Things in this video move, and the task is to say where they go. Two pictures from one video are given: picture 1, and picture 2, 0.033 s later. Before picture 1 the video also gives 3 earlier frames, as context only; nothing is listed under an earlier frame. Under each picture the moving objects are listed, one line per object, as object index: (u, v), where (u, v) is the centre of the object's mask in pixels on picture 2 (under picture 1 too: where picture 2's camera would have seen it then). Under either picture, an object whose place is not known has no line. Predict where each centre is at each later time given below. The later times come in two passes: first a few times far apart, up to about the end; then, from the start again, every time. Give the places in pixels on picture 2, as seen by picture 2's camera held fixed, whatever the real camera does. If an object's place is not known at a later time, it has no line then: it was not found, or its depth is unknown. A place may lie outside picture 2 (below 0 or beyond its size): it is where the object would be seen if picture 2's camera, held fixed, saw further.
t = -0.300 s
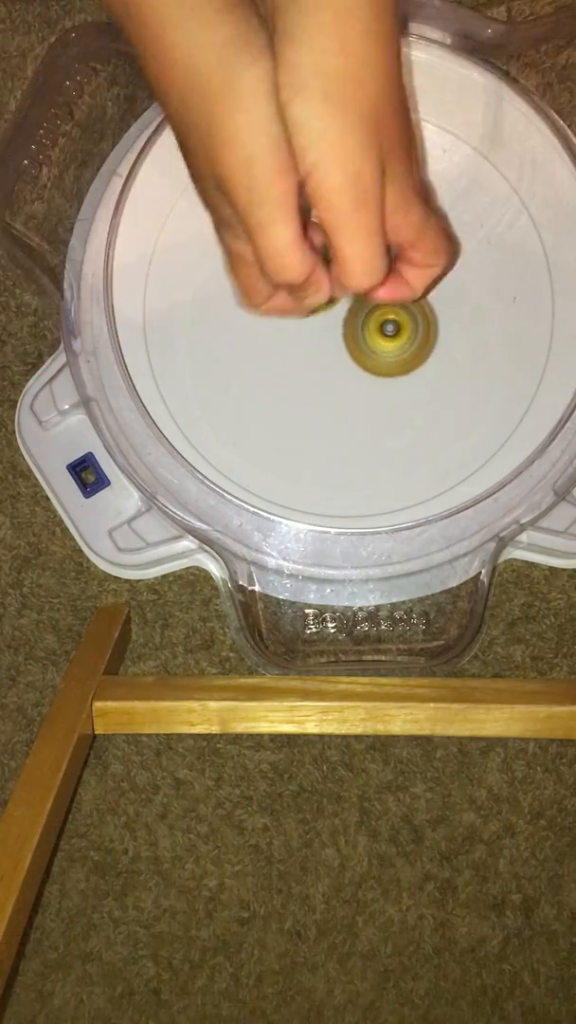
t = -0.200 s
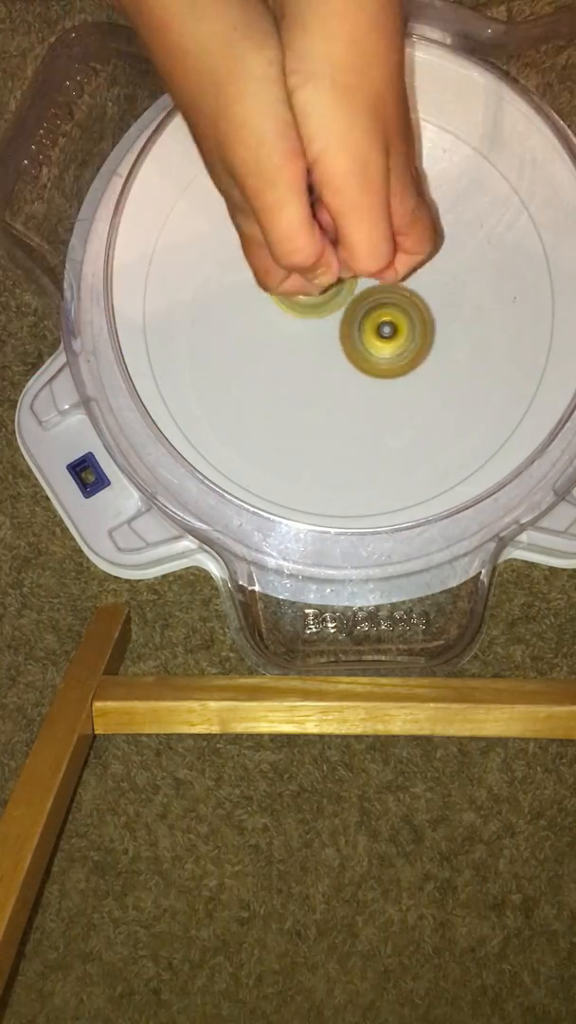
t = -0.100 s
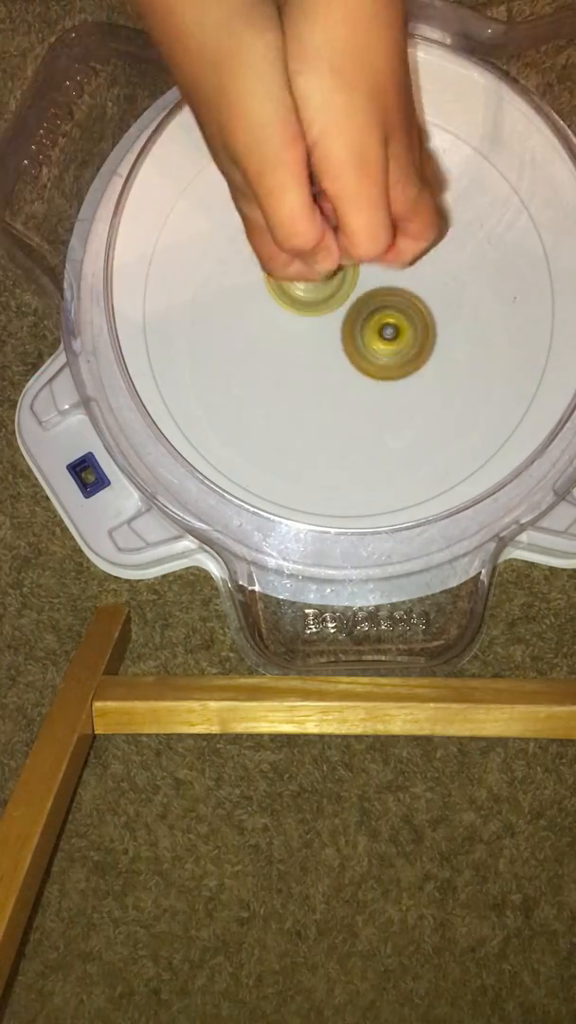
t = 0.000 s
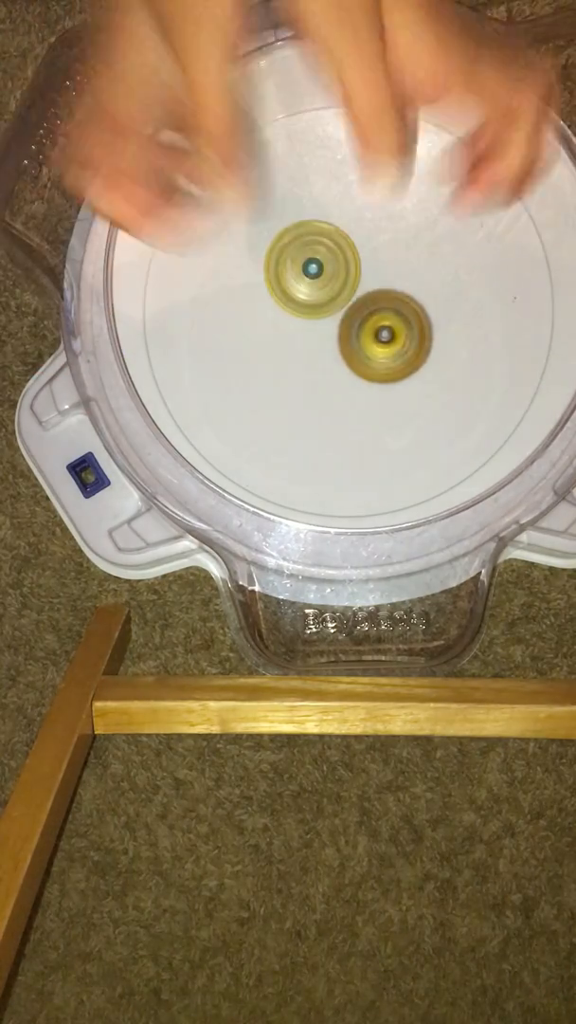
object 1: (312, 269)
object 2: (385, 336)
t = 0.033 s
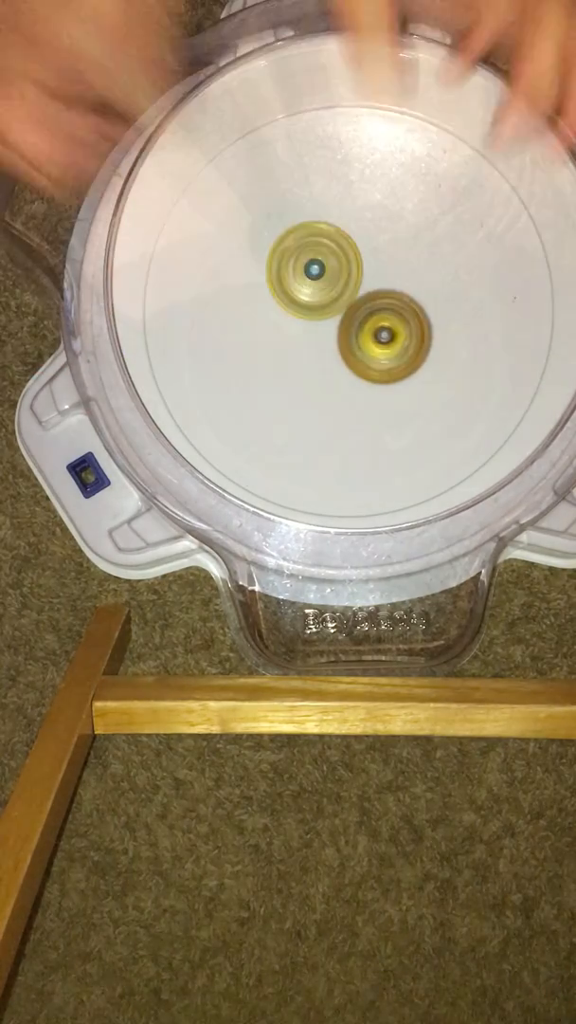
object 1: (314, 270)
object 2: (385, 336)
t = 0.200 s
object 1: (307, 265)
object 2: (388, 344)
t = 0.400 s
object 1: (321, 273)
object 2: (387, 346)
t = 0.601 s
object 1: (328, 265)
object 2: (385, 347)
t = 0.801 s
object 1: (330, 262)
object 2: (383, 347)
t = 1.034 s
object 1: (326, 262)
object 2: (377, 350)
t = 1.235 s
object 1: (323, 266)
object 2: (371, 351)
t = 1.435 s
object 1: (323, 264)
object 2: (370, 353)
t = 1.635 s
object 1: (322, 260)
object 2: (369, 353)
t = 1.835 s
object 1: (321, 265)
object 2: (365, 350)
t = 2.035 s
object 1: (320, 256)
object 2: (370, 350)
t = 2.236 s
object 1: (326, 259)
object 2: (373, 349)
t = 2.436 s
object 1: (333, 257)
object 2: (373, 348)
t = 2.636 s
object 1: (339, 254)
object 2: (372, 347)
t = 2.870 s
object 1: (334, 250)
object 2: (370, 351)
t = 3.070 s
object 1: (334, 261)
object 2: (368, 354)
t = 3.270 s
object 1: (330, 255)
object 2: (366, 355)
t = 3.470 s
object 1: (332, 264)
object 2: (367, 354)
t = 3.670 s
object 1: (324, 252)
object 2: (368, 354)
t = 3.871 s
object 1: (333, 267)
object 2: (371, 354)
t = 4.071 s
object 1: (334, 255)
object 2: (375, 357)
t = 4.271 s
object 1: (337, 265)
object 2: (372, 356)
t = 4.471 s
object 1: (346, 271)
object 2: (382, 361)
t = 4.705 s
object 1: (354, 262)
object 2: (384, 371)
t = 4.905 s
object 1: (351, 269)
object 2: (374, 372)
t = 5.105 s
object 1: (353, 276)
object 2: (362, 367)
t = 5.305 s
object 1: (352, 274)
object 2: (343, 364)
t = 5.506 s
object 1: (355, 262)
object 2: (321, 360)
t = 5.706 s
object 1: (354, 261)
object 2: (316, 357)
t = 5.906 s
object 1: (363, 260)
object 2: (316, 348)
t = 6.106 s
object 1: (375, 263)
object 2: (319, 343)
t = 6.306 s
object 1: (384, 278)
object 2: (311, 336)
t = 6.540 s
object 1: (402, 287)
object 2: (304, 326)
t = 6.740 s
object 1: (403, 301)
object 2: (299, 327)
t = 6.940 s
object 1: (396, 309)
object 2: (301, 321)
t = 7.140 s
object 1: (395, 320)
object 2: (294, 327)
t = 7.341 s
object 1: (397, 321)
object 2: (297, 313)
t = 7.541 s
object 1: (391, 323)
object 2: (305, 293)
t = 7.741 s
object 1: (386, 321)
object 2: (305, 282)
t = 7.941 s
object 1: (385, 319)
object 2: (297, 273)
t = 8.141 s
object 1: (377, 317)
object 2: (303, 275)
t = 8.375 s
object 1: (384, 318)
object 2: (299, 284)
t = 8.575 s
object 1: (400, 309)
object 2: (307, 287)
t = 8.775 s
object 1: (404, 286)
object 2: (323, 303)
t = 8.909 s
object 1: (403, 283)
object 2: (330, 317)
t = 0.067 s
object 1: (311, 267)
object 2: (388, 339)
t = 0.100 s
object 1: (309, 265)
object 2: (389, 341)
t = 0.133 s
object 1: (307, 264)
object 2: (389, 342)
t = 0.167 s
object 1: (307, 264)
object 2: (389, 343)
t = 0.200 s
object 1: (307, 265)
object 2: (388, 344)
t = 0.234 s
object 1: (308, 267)
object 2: (387, 344)
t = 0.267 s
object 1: (310, 270)
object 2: (387, 344)
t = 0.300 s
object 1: (313, 272)
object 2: (385, 344)
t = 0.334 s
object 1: (317, 274)
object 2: (384, 344)
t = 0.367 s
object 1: (319, 274)
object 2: (386, 345)
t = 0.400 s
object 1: (321, 273)
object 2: (387, 346)
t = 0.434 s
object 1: (323, 272)
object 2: (387, 346)
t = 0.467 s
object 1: (325, 272)
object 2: (386, 346)
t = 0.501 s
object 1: (327, 271)
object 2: (386, 347)
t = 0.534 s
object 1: (328, 269)
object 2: (386, 347)
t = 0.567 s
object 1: (328, 266)
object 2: (386, 347)
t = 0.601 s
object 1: (328, 265)
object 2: (385, 347)
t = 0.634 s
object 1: (328, 265)
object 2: (384, 347)
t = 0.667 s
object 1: (329, 264)
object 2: (384, 347)
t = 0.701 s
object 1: (330, 265)
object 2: (382, 346)
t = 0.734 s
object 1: (331, 265)
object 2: (382, 347)
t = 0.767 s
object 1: (331, 265)
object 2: (382, 346)
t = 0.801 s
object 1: (330, 262)
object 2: (383, 347)
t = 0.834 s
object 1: (329, 261)
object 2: (382, 347)
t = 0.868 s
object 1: (328, 260)
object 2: (380, 348)
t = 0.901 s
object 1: (327, 260)
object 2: (380, 348)
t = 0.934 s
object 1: (327, 261)
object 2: (379, 347)
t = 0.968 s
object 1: (327, 263)
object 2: (377, 347)
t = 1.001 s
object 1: (328, 265)
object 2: (376, 347)
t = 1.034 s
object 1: (326, 262)
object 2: (377, 350)
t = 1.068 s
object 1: (324, 260)
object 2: (378, 351)
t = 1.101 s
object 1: (323, 260)
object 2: (376, 351)
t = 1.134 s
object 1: (322, 260)
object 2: (375, 351)
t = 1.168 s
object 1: (322, 261)
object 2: (374, 352)
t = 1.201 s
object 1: (322, 263)
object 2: (373, 352)
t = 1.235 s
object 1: (323, 266)
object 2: (371, 351)
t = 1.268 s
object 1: (325, 268)
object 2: (370, 352)
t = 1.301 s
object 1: (324, 266)
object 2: (373, 354)
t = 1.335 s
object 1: (324, 264)
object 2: (373, 353)
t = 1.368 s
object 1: (323, 263)
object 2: (372, 352)
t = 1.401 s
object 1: (323, 263)
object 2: (371, 353)
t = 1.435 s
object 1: (323, 264)
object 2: (370, 353)
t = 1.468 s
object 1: (324, 265)
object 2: (369, 352)
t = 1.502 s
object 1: (325, 266)
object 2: (368, 353)
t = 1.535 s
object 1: (325, 266)
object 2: (369, 354)
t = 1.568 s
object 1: (326, 265)
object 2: (369, 352)
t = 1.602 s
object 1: (324, 262)
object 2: (370, 353)
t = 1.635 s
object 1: (322, 260)
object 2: (369, 353)
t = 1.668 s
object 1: (321, 258)
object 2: (368, 352)
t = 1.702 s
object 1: (320, 258)
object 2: (368, 353)
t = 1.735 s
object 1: (319, 258)
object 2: (368, 352)
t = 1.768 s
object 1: (319, 260)
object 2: (367, 351)
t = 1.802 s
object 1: (320, 262)
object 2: (366, 350)
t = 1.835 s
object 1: (321, 265)
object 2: (365, 350)
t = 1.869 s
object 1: (323, 265)
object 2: (367, 350)
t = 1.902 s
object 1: (323, 263)
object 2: (370, 350)
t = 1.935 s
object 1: (323, 261)
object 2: (369, 350)
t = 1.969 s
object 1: (322, 258)
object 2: (371, 349)
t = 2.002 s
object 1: (321, 256)
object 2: (371, 349)
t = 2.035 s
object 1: (320, 256)
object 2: (370, 350)
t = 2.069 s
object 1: (320, 256)
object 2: (370, 350)
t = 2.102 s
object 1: (321, 257)
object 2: (370, 349)
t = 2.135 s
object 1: (322, 260)
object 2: (369, 349)
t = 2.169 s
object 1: (324, 261)
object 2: (369, 348)
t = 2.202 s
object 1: (325, 260)
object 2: (372, 350)
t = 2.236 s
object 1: (326, 259)
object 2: (373, 349)
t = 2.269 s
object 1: (328, 260)
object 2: (372, 348)
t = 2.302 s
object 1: (329, 261)
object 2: (371, 349)
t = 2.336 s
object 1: (331, 261)
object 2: (371, 349)
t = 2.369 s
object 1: (332, 259)
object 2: (375, 350)
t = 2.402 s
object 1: (332, 257)
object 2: (375, 349)
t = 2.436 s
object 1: (333, 257)
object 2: (373, 348)
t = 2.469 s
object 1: (334, 257)
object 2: (372, 348)
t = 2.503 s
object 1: (336, 258)
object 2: (372, 348)
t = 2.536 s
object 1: (338, 257)
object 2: (372, 349)
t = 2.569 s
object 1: (338, 256)
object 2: (374, 349)
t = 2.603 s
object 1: (339, 256)
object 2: (373, 347)
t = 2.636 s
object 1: (339, 254)
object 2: (372, 347)
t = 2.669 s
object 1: (339, 253)
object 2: (371, 348)
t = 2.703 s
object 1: (338, 253)
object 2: (371, 347)
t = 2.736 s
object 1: (338, 255)
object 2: (370, 346)
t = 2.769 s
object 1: (337, 252)
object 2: (370, 350)
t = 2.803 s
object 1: (336, 250)
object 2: (372, 351)
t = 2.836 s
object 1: (334, 249)
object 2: (371, 351)
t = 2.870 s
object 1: (334, 250)
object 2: (370, 351)
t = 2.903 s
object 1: (333, 251)
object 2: (368, 352)
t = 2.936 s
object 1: (333, 254)
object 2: (368, 352)
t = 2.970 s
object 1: (334, 258)
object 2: (367, 352)
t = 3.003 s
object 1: (333, 260)
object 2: (366, 352)
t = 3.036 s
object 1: (334, 261)
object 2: (366, 354)
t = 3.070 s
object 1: (334, 261)
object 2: (368, 354)
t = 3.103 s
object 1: (335, 261)
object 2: (368, 353)
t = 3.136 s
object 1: (335, 261)
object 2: (367, 353)
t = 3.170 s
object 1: (333, 257)
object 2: (368, 356)
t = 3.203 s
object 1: (332, 256)
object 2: (369, 355)
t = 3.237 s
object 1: (331, 255)
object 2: (367, 354)
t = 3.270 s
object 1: (330, 255)
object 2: (366, 355)
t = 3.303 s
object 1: (329, 256)
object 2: (366, 355)
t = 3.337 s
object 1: (329, 259)
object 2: (366, 354)
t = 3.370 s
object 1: (330, 262)
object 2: (365, 354)
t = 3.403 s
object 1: (331, 263)
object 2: (366, 354)
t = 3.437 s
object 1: (331, 264)
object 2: (366, 355)
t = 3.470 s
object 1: (332, 264)
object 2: (367, 354)
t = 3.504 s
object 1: (329, 257)
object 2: (370, 357)
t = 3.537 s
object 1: (328, 254)
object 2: (371, 355)
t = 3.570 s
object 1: (326, 252)
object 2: (370, 354)
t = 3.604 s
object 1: (325, 251)
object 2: (368, 354)
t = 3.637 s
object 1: (324, 251)
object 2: (369, 354)
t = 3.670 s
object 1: (324, 252)
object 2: (368, 354)
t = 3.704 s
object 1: (324, 254)
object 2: (368, 352)
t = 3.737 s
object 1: (325, 257)
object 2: (366, 352)
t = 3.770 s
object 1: (327, 261)
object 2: (365, 351)
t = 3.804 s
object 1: (328, 264)
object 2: (365, 351)
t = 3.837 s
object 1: (330, 266)
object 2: (367, 352)
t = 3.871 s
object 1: (333, 267)
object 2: (371, 354)
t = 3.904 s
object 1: (335, 268)
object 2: (373, 354)
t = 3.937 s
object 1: (336, 264)
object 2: (377, 355)
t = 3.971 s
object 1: (335, 261)
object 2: (378, 356)
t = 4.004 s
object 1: (335, 258)
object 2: (377, 356)
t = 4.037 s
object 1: (334, 255)
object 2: (376, 356)
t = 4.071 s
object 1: (334, 255)
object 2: (375, 357)
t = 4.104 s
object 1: (334, 254)
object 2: (375, 358)
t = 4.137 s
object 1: (333, 255)
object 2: (375, 357)
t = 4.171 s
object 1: (334, 256)
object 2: (375, 356)
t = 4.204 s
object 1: (334, 258)
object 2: (373, 356)
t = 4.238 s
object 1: (336, 261)
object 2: (373, 356)
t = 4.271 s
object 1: (337, 265)
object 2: (372, 356)
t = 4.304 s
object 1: (340, 267)
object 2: (372, 356)
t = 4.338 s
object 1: (341, 269)
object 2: (374, 357)
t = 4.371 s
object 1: (343, 271)
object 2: (376, 354)
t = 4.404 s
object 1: (344, 272)
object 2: (377, 355)
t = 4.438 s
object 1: (345, 272)
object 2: (380, 356)
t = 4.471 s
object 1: (346, 271)
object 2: (382, 361)
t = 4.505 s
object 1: (349, 272)
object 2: (382, 363)
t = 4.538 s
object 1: (350, 273)
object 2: (382, 365)
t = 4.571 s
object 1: (353, 273)
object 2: (382, 366)
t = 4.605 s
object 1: (354, 269)
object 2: (383, 370)
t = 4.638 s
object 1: (354, 266)
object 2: (384, 372)
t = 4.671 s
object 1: (353, 263)
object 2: (384, 372)
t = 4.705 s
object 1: (354, 262)
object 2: (384, 371)
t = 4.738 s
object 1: (353, 261)
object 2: (381, 371)
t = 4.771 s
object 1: (352, 261)
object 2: (379, 371)
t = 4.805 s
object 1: (351, 262)
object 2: (376, 372)
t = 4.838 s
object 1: (351, 264)
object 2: (375, 373)
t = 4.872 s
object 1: (350, 267)
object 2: (374, 373)
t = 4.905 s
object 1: (351, 269)
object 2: (374, 372)
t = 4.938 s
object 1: (350, 273)
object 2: (371, 369)
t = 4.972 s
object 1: (350, 275)
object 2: (369, 368)
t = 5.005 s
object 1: (351, 275)
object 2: (367, 367)
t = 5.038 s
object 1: (351, 277)
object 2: (366, 367)
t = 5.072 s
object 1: (352, 277)
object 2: (365, 366)
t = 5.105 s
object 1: (353, 276)
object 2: (362, 367)
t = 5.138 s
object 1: (353, 275)
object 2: (360, 366)
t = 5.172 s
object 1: (352, 275)
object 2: (357, 366)
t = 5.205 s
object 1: (353, 275)
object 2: (354, 365)
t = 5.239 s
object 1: (353, 274)
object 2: (350, 366)
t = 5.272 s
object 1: (353, 274)
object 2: (347, 365)
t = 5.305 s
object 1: (352, 274)
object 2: (343, 364)
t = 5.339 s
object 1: (352, 274)
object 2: (339, 365)
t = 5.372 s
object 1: (353, 274)
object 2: (336, 362)
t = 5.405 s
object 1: (353, 271)
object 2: (331, 363)
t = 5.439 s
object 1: (354, 268)
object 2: (328, 362)
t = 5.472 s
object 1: (354, 265)
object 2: (324, 360)
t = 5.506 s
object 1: (355, 262)
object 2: (321, 360)
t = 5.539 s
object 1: (355, 260)
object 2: (320, 359)
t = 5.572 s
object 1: (355, 258)
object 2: (318, 360)
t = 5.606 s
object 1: (355, 258)
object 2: (317, 359)
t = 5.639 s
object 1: (355, 258)
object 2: (316, 358)
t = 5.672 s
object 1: (355, 259)
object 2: (315, 358)
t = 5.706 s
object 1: (354, 261)
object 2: (316, 357)
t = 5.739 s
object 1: (354, 263)
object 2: (316, 355)
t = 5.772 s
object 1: (356, 264)
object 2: (315, 354)
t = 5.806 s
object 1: (358, 263)
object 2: (315, 355)
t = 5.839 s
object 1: (360, 262)
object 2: (316, 354)
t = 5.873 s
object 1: (362, 261)
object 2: (317, 351)
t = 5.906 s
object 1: (363, 260)
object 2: (316, 348)
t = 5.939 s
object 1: (365, 261)
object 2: (316, 346)
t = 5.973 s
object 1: (367, 260)
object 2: (314, 346)
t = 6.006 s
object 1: (371, 260)
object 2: (315, 349)
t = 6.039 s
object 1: (371, 260)
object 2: (317, 350)
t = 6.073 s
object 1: (374, 260)
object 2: (319, 347)
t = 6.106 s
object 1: (375, 263)
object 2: (319, 343)
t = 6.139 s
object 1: (374, 264)
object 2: (316, 341)
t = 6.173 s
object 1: (377, 267)
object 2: (314, 339)
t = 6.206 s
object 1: (377, 271)
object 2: (314, 339)
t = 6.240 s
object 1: (378, 273)
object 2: (313, 338)
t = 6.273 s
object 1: (380, 276)
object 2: (313, 337)
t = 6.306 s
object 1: (384, 278)
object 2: (311, 336)
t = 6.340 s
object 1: (387, 278)
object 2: (310, 334)
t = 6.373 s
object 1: (390, 279)
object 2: (309, 333)
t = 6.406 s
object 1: (394, 279)
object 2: (309, 331)
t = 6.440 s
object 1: (398, 280)
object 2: (307, 330)
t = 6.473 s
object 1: (399, 282)
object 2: (306, 329)
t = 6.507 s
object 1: (401, 283)
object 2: (306, 327)
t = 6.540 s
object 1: (402, 287)
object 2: (304, 326)
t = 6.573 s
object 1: (401, 289)
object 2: (303, 326)
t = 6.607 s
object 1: (401, 291)
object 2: (303, 325)
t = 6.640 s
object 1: (399, 296)
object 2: (303, 325)
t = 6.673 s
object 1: (396, 298)
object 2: (305, 326)
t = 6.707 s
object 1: (400, 299)
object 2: (302, 326)
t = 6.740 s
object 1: (403, 301)
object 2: (299, 327)
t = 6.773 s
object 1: (402, 301)
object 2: (298, 328)
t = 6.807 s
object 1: (403, 302)
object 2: (298, 328)
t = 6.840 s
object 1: (402, 304)
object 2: (299, 327)
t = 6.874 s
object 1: (400, 305)
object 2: (301, 326)
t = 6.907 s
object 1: (398, 307)
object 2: (301, 324)
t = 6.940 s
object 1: (396, 309)
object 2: (301, 321)
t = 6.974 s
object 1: (398, 312)
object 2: (295, 319)
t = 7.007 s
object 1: (399, 315)
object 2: (291, 320)
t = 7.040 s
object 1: (399, 316)
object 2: (288, 322)
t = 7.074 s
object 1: (398, 317)
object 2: (287, 324)
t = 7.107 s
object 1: (398, 319)
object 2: (290, 327)
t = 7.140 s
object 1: (395, 320)
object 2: (294, 327)
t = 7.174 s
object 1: (393, 320)
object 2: (296, 325)
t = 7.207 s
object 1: (399, 322)
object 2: (296, 324)
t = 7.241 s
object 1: (398, 325)
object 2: (297, 322)
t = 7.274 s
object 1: (396, 324)
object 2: (297, 320)
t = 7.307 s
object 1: (396, 321)
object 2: (297, 317)
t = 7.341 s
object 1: (397, 321)
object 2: (297, 313)
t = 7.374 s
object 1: (396, 323)
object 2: (299, 309)
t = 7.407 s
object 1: (393, 323)
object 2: (301, 307)
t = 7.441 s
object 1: (392, 322)
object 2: (305, 305)
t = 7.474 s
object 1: (392, 322)
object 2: (306, 302)
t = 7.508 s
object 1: (392, 323)
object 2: (305, 297)
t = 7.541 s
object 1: (391, 323)
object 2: (305, 293)
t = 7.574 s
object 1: (389, 323)
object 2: (305, 291)
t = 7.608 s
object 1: (389, 323)
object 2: (306, 289)
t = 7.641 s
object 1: (389, 322)
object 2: (306, 286)
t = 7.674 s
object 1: (389, 323)
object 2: (305, 284)
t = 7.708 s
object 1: (387, 323)
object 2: (304, 283)
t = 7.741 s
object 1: (386, 321)
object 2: (305, 282)
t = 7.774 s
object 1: (386, 321)
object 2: (304, 281)
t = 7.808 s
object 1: (386, 323)
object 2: (301, 277)
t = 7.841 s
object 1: (384, 324)
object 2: (300, 273)
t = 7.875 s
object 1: (382, 322)
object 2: (298, 272)
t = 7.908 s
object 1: (381, 319)
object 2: (298, 273)
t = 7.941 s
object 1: (385, 319)
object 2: (297, 273)
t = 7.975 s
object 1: (388, 324)
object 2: (296, 272)
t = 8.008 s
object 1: (385, 329)
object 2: (296, 272)
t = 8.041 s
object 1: (381, 330)
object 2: (297, 274)
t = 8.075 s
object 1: (376, 327)
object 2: (299, 274)
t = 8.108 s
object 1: (374, 320)
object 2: (301, 275)
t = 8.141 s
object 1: (377, 317)
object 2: (303, 275)
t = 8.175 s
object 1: (379, 314)
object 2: (301, 274)
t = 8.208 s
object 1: (380, 314)
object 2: (300, 272)
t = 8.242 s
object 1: (382, 315)
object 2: (299, 273)
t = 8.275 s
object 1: (384, 316)
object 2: (297, 275)
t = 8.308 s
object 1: (384, 317)
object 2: (297, 277)
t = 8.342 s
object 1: (384, 318)
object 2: (297, 281)
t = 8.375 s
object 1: (384, 318)
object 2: (299, 284)
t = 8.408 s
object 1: (384, 319)
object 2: (303, 286)
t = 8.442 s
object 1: (388, 319)
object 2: (304, 286)
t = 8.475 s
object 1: (393, 319)
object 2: (305, 285)
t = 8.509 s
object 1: (395, 316)
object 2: (305, 285)
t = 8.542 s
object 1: (398, 313)
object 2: (305, 286)
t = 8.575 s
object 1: (400, 309)
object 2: (307, 287)
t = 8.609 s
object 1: (402, 305)
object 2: (309, 288)
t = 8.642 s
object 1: (403, 300)
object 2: (313, 289)
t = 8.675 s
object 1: (403, 295)
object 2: (317, 292)
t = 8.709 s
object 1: (403, 291)
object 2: (319, 295)
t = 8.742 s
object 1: (404, 288)
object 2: (321, 299)
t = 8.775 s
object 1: (404, 286)
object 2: (323, 303)
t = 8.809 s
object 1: (404, 284)
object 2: (324, 307)
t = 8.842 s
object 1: (403, 283)
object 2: (325, 311)
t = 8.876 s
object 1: (403, 283)
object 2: (327, 314)
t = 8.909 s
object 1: (403, 283)
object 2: (330, 317)
